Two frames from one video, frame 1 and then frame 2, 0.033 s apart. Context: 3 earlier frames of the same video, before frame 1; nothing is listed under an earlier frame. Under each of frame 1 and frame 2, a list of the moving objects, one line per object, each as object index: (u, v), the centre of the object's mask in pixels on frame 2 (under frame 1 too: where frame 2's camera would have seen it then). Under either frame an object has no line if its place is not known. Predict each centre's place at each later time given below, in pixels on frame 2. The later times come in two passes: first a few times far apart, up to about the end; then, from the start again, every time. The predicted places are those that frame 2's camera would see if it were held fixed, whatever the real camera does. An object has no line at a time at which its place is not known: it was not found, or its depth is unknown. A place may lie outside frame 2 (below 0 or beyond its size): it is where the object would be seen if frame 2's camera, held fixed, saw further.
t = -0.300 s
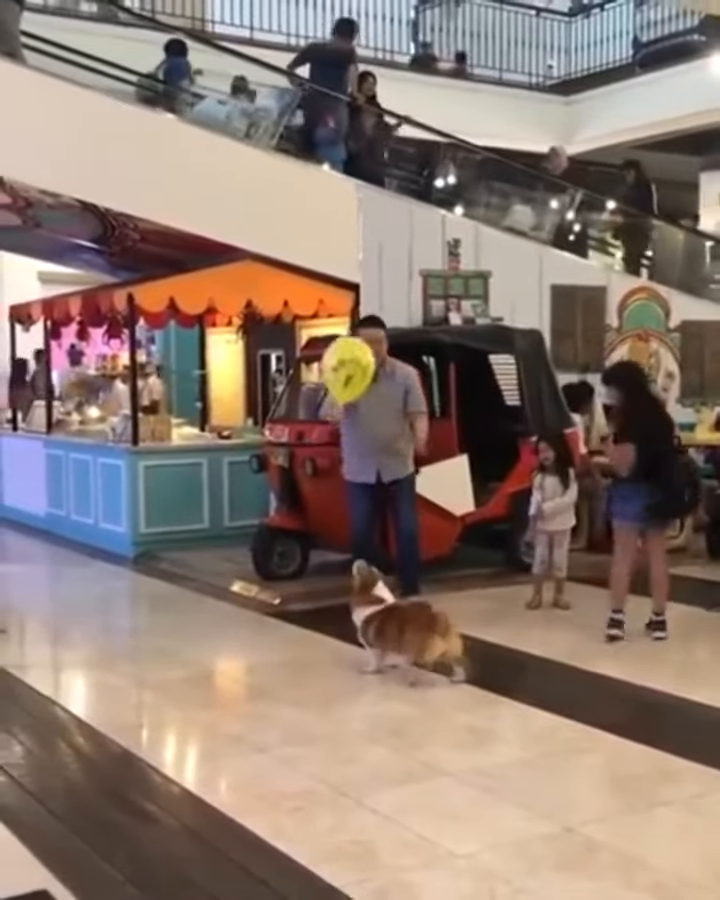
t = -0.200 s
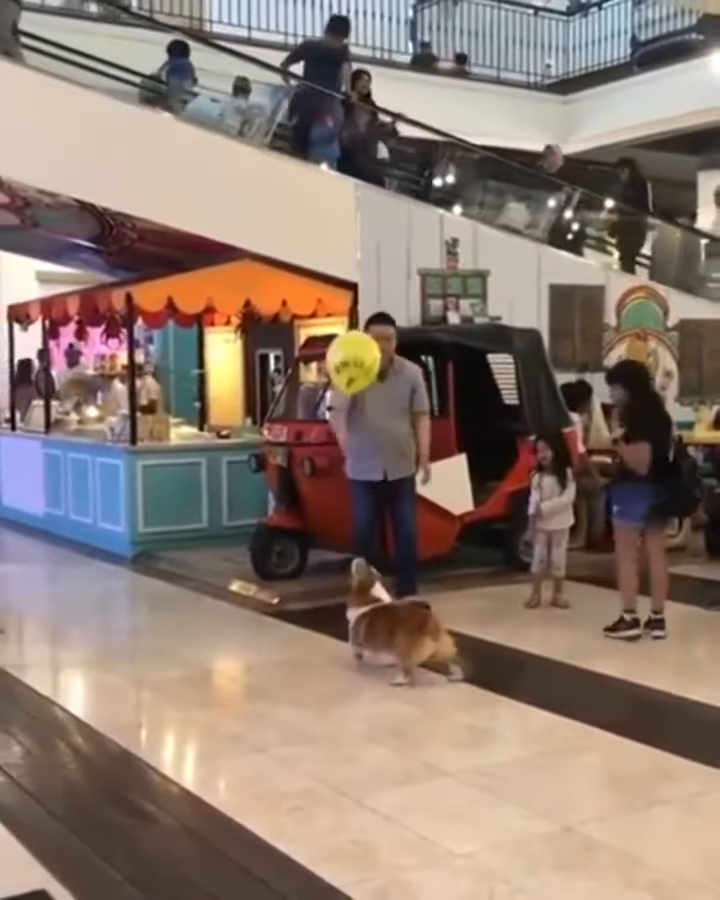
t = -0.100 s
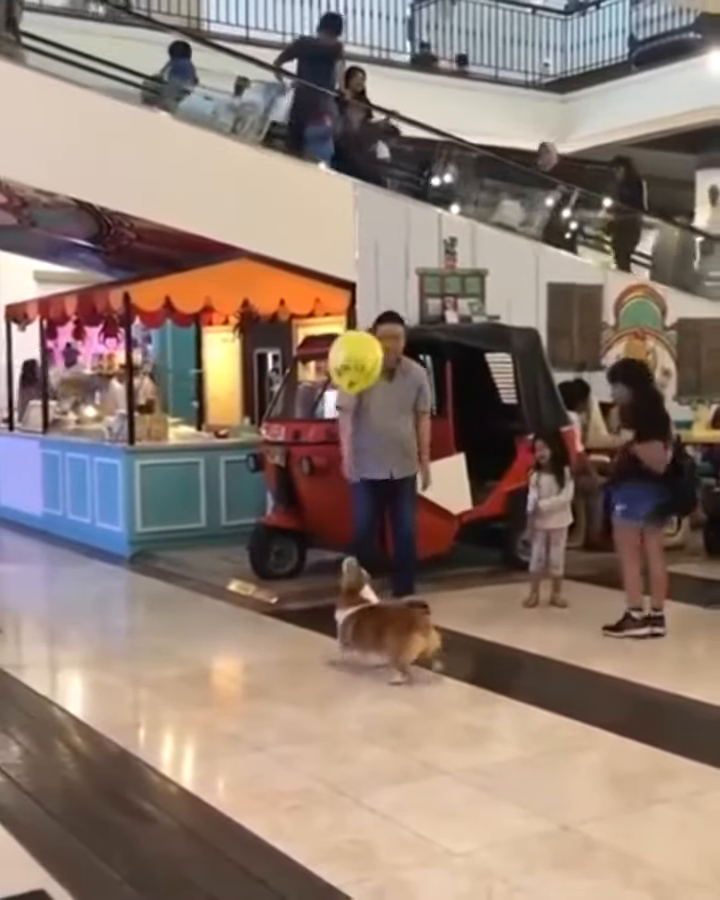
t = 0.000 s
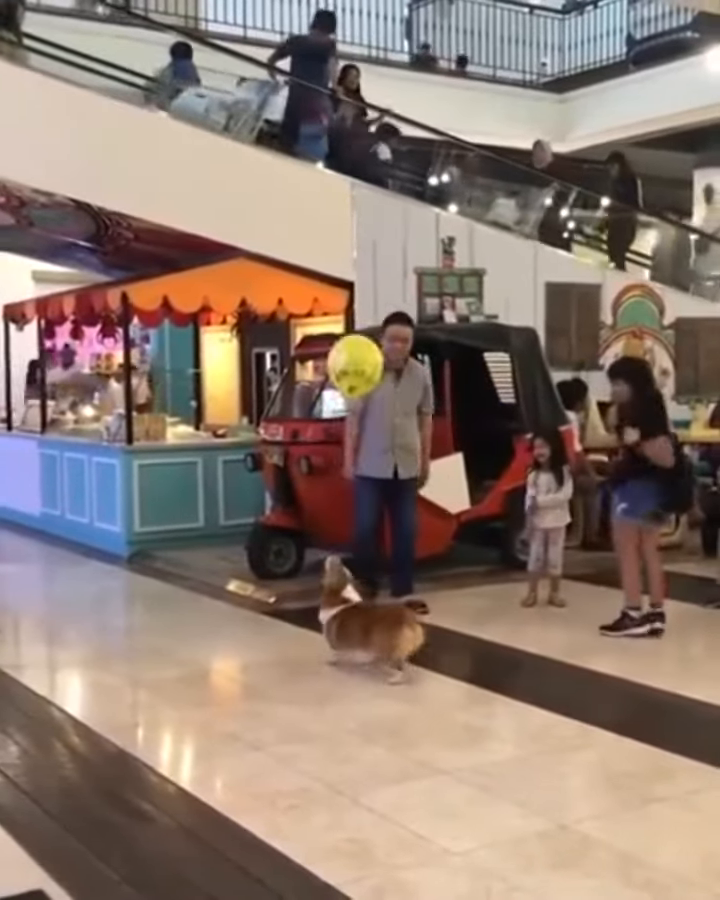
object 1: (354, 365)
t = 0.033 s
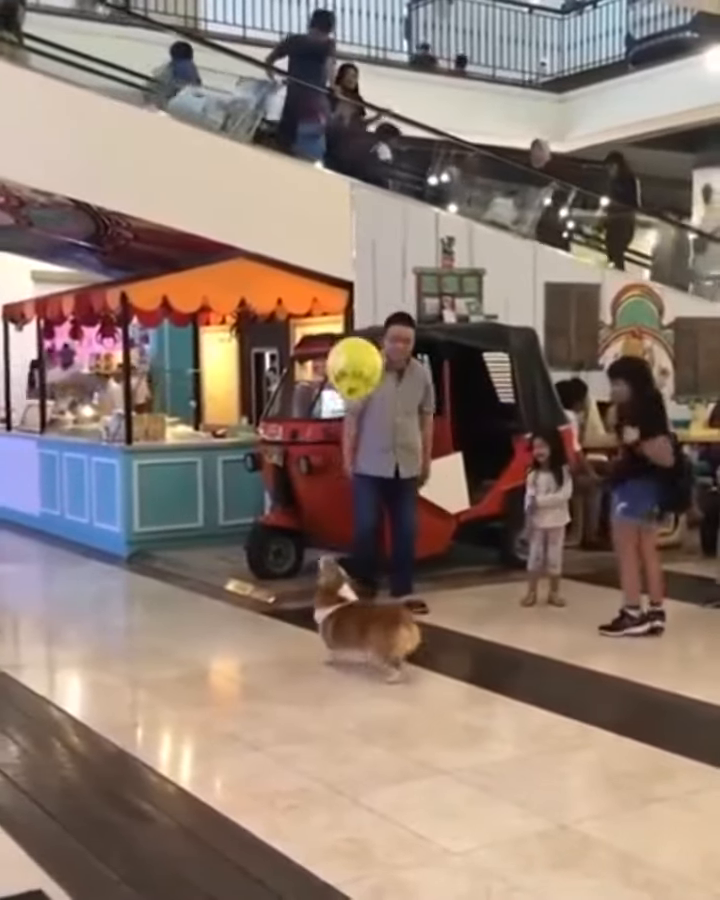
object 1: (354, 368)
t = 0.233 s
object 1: (353, 393)
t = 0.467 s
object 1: (352, 438)
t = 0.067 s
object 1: (354, 370)
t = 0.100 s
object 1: (354, 374)
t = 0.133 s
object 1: (354, 378)
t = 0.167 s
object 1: (354, 383)
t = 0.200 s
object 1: (353, 388)
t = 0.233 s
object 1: (353, 393)
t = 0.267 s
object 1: (353, 398)
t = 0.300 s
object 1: (353, 405)
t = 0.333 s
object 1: (353, 410)
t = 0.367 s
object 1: (353, 417)
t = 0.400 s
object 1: (352, 423)
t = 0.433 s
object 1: (352, 431)
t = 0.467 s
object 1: (352, 438)
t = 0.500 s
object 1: (352, 446)
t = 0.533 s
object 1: (352, 455)
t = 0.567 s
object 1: (351, 464)
